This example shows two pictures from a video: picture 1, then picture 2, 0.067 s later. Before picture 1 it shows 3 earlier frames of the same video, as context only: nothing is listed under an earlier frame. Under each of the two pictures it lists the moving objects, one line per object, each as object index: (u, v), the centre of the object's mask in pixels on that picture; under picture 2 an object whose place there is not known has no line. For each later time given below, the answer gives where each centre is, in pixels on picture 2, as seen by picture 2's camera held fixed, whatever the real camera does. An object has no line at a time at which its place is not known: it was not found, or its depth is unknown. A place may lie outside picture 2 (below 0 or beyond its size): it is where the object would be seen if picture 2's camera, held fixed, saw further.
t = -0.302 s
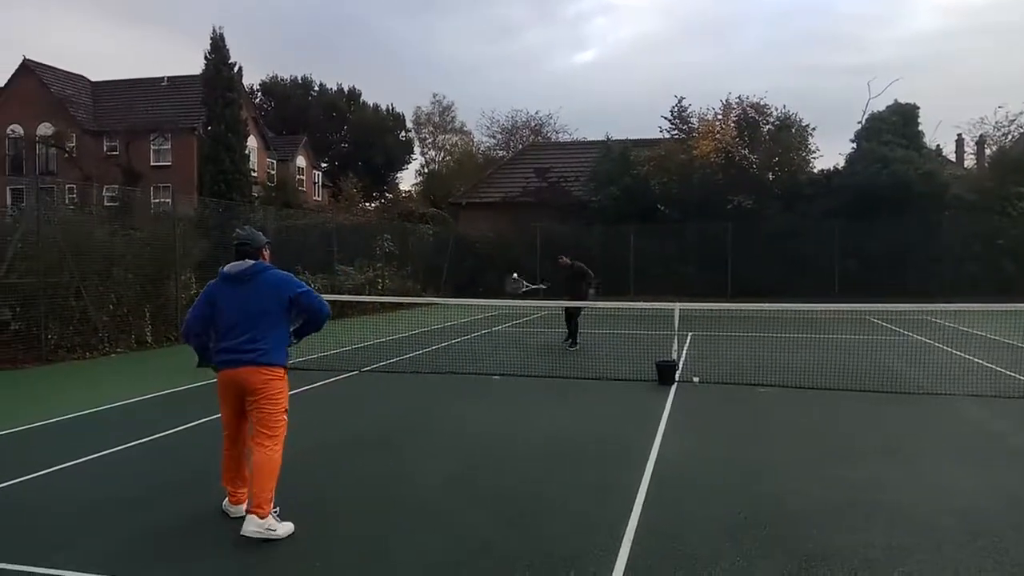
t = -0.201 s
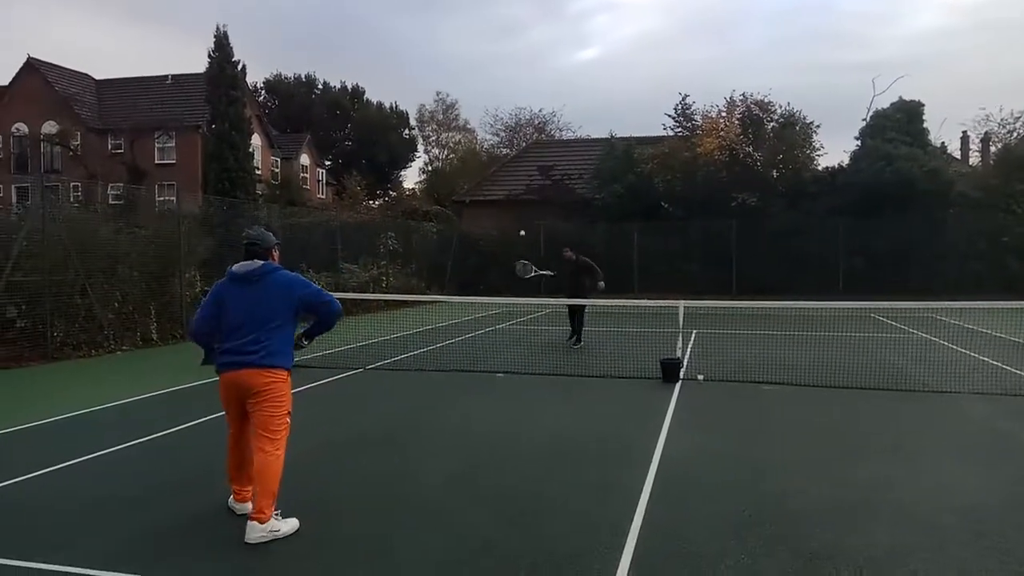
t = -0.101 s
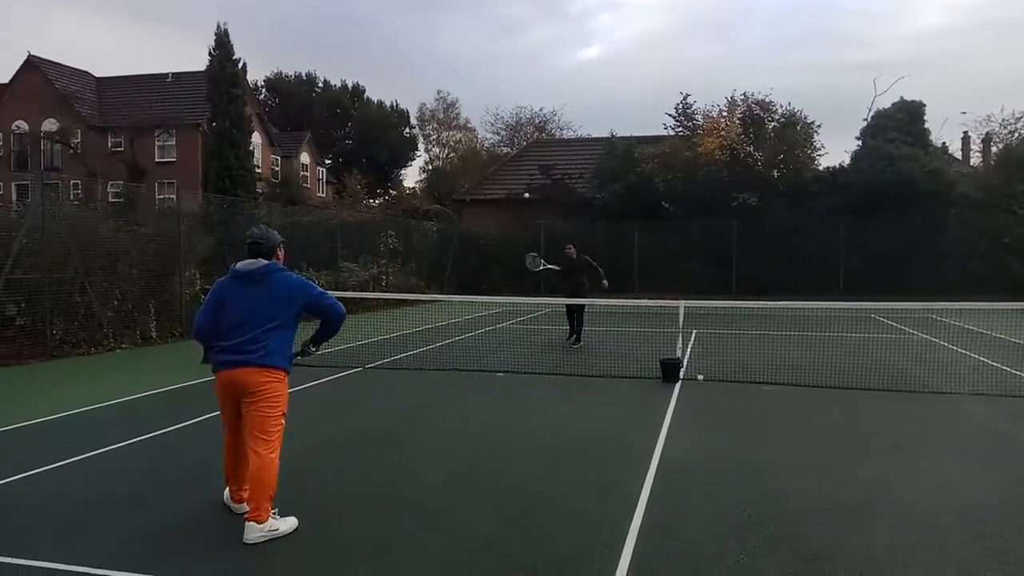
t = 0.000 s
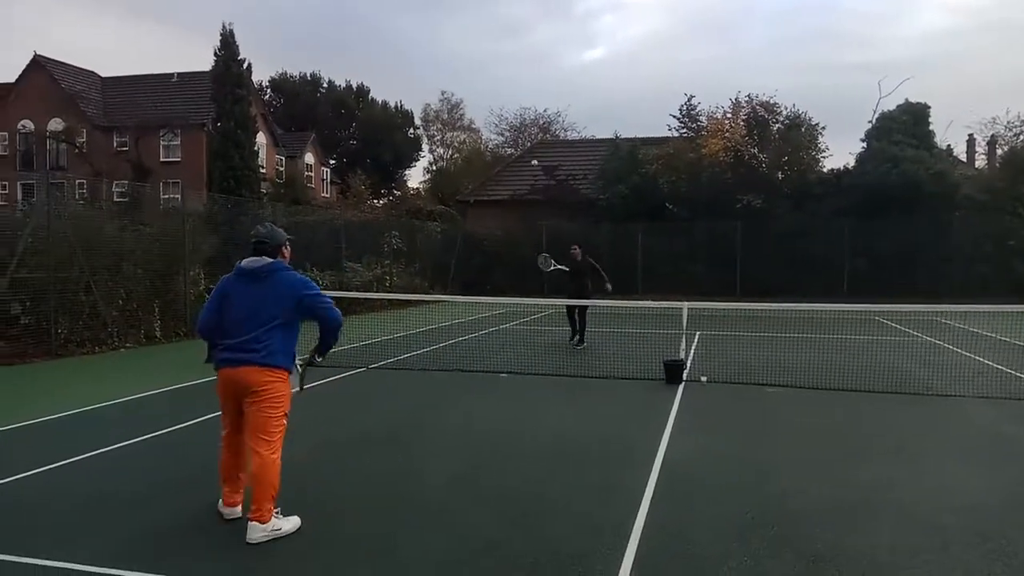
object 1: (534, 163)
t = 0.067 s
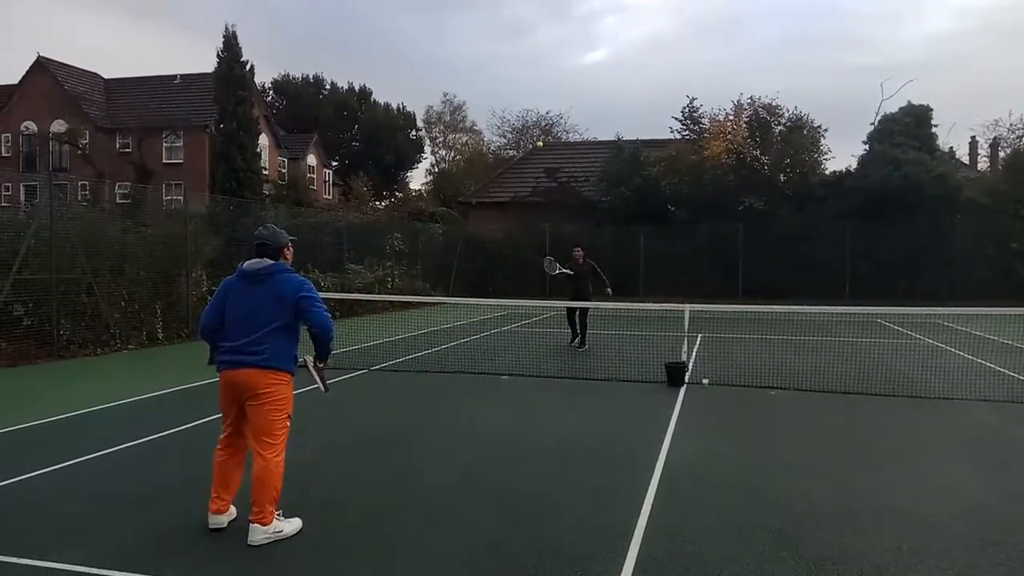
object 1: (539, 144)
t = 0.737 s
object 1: (590, 122)
